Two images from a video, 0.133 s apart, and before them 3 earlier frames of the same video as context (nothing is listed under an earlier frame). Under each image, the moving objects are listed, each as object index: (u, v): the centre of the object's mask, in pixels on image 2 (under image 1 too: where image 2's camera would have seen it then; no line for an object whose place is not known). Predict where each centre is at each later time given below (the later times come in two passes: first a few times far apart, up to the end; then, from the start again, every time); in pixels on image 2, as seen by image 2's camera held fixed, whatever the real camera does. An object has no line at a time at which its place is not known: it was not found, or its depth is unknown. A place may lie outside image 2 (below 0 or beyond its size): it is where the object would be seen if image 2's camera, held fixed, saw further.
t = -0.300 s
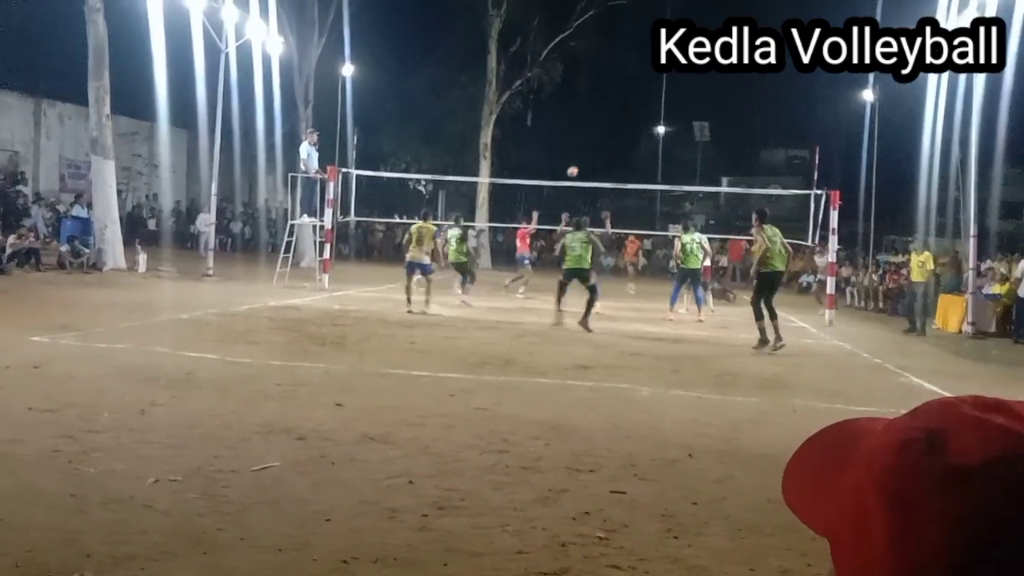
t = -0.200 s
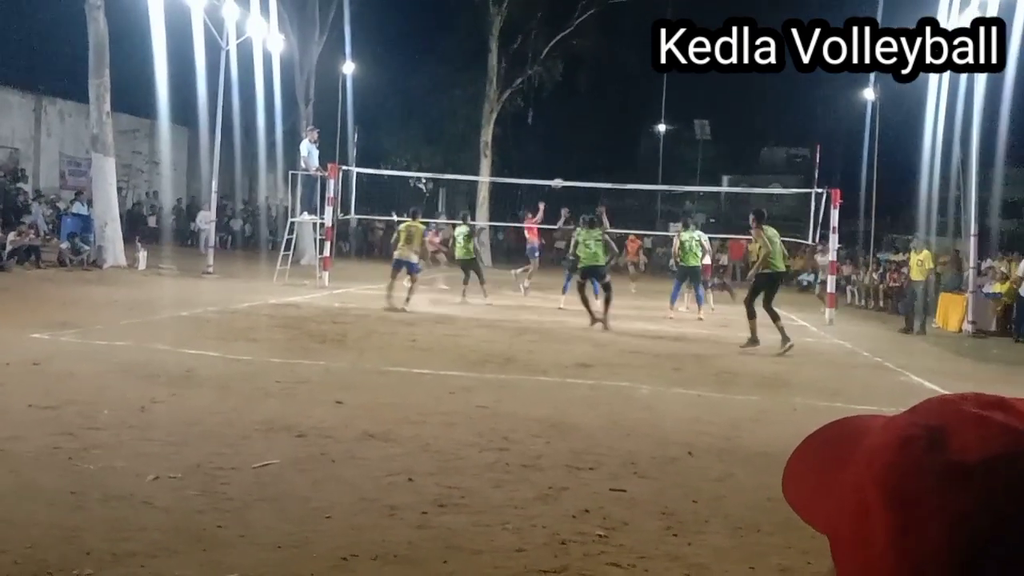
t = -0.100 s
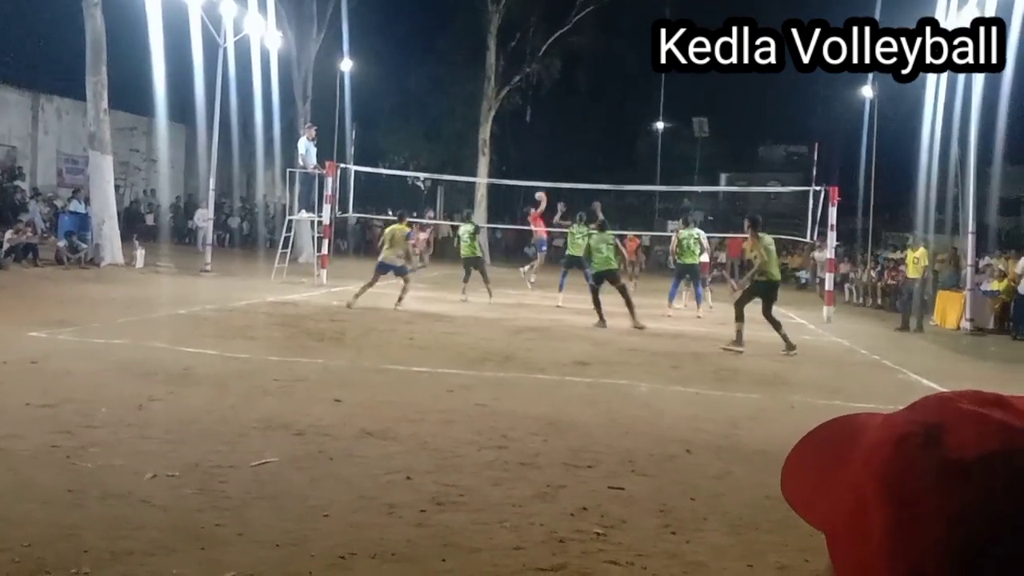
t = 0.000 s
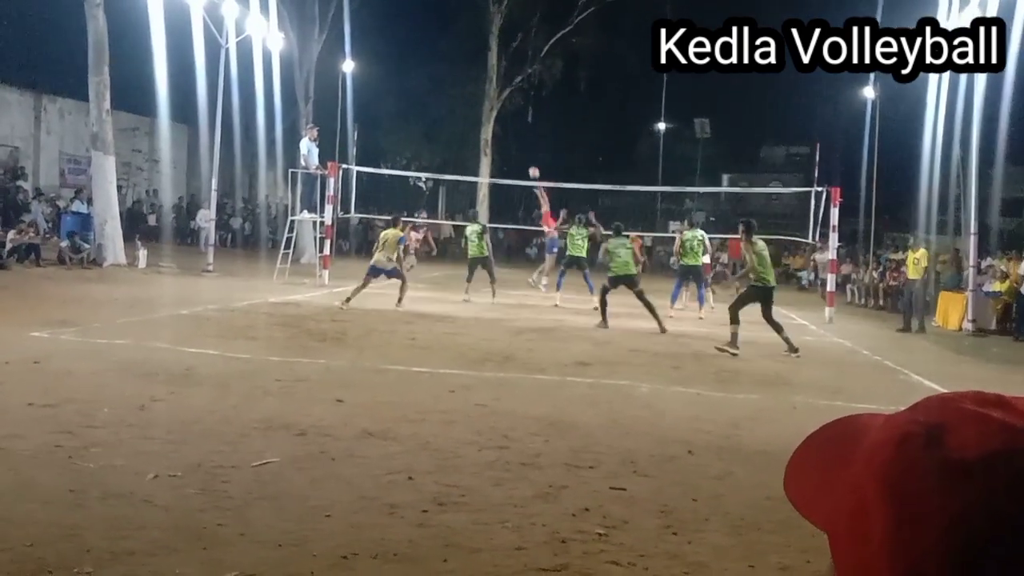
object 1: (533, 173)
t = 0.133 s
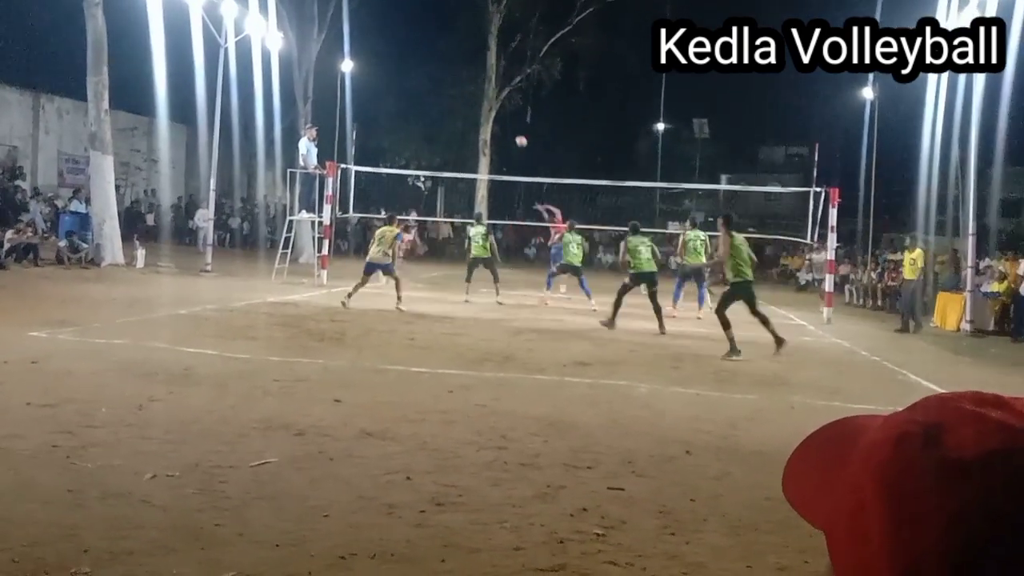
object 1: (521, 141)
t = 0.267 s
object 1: (509, 118)
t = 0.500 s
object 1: (486, 98)
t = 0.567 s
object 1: (480, 98)
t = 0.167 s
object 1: (518, 135)
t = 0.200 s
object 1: (515, 129)
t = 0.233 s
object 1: (512, 123)
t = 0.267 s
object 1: (509, 118)
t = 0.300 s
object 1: (506, 114)
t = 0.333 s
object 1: (503, 110)
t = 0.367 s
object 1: (499, 106)
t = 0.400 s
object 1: (496, 104)
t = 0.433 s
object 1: (494, 102)
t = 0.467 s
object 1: (489, 100)
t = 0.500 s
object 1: (486, 98)
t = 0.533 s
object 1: (483, 98)
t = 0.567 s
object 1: (480, 98)
